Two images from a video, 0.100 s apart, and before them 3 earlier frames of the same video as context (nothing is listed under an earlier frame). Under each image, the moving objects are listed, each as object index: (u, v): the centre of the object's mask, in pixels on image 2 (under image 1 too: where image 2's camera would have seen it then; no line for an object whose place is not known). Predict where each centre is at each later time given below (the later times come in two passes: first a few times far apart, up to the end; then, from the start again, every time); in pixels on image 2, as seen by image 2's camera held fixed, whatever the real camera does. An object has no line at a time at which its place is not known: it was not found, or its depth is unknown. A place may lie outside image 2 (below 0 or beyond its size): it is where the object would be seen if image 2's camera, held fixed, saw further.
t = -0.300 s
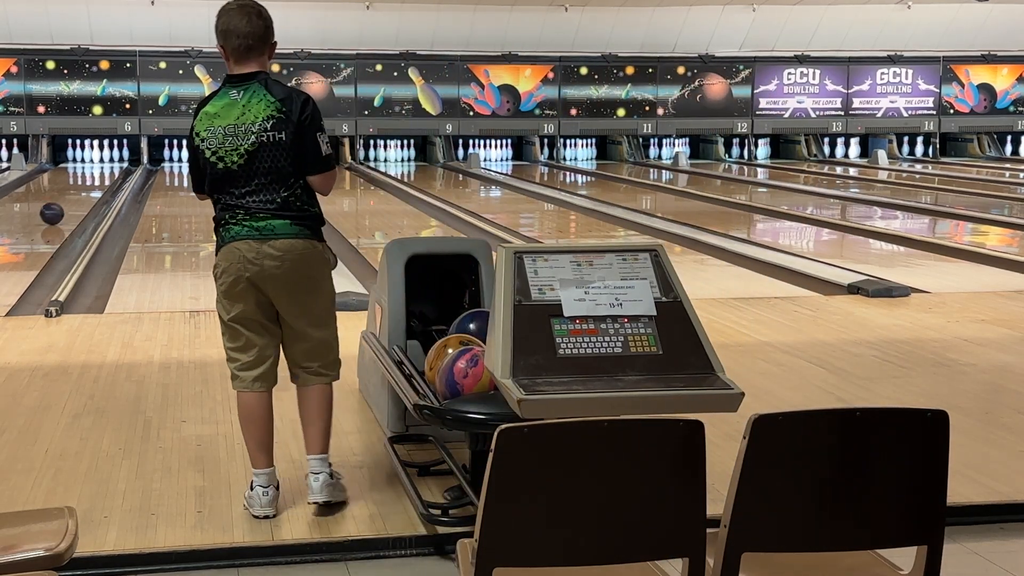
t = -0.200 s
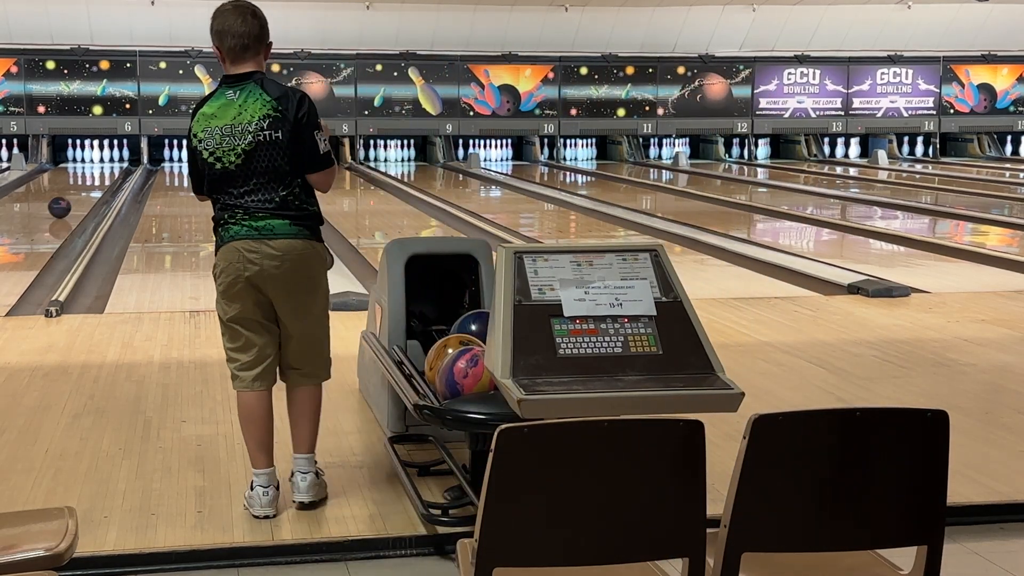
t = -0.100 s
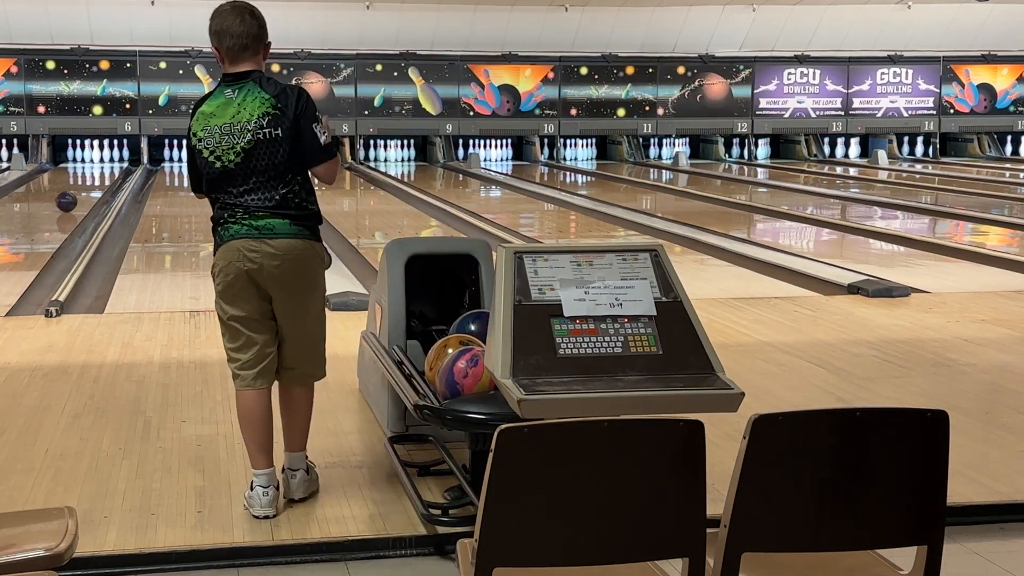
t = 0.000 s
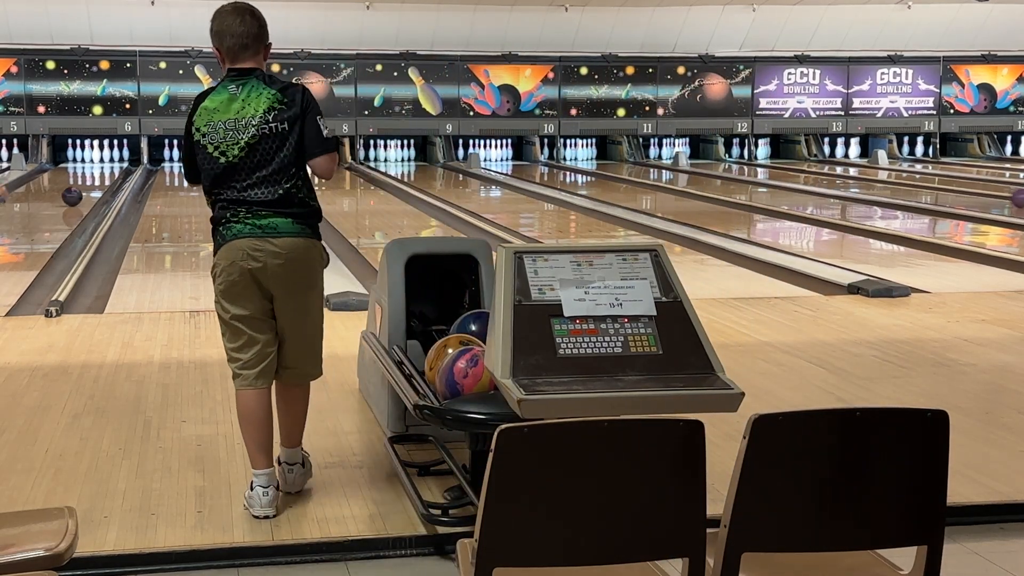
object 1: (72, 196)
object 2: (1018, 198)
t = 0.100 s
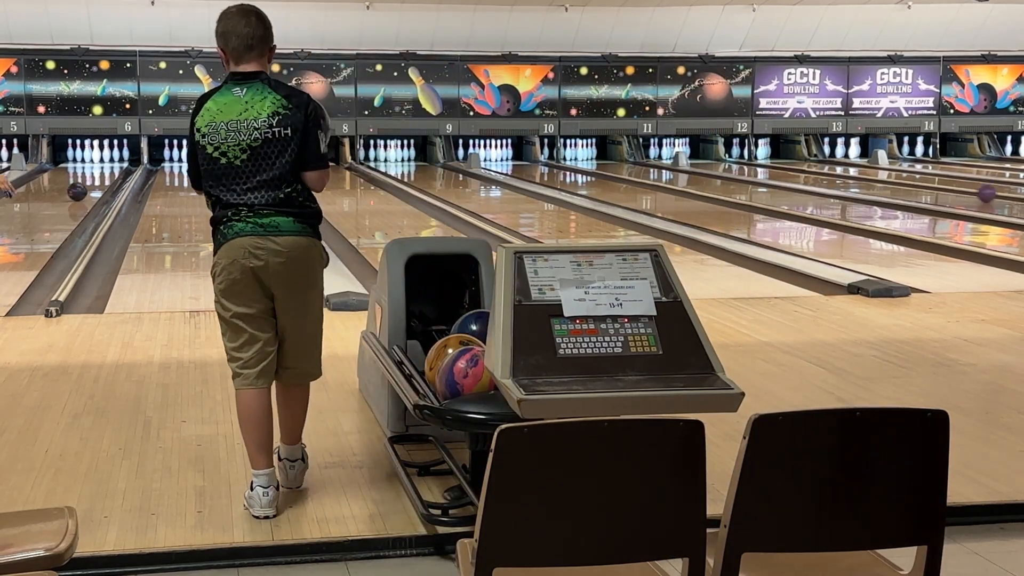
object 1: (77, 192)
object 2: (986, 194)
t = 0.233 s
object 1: (83, 186)
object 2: (946, 188)
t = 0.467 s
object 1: (90, 178)
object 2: (884, 179)
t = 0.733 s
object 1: (97, 170)
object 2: (824, 172)
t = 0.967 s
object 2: (781, 166)
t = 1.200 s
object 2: (740, 161)
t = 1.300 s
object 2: (723, 158)
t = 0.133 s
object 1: (78, 190)
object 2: (976, 192)
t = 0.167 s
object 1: (80, 189)
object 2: (965, 191)
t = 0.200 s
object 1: (81, 187)
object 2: (956, 189)
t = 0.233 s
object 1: (83, 186)
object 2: (946, 188)
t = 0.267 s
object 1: (84, 184)
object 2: (936, 187)
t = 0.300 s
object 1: (86, 183)
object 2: (927, 185)
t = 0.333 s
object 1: (86, 182)
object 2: (918, 184)
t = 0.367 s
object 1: (87, 181)
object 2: (908, 183)
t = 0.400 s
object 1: (88, 180)
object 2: (900, 181)
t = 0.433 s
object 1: (89, 179)
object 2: (892, 180)
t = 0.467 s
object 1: (90, 178)
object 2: (884, 179)
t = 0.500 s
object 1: (91, 177)
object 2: (876, 178)
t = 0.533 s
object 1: (92, 175)
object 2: (868, 177)
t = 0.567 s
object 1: (93, 175)
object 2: (861, 177)
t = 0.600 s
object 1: (94, 174)
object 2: (853, 175)
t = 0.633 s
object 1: (95, 173)
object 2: (845, 174)
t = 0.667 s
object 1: (95, 172)
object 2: (838, 174)
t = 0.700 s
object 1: (96, 171)
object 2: (832, 173)
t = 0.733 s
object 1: (97, 170)
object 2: (824, 172)
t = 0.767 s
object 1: (97, 169)
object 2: (817, 171)
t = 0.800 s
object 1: (98, 169)
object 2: (811, 170)
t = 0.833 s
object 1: (98, 168)
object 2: (805, 169)
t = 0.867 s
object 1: (99, 167)
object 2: (799, 168)
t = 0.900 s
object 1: (99, 166)
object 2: (792, 168)
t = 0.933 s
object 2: (787, 166)
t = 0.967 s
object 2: (781, 166)
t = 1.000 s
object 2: (774, 165)
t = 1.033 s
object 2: (769, 164)
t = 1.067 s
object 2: (764, 163)
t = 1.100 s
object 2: (757, 163)
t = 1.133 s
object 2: (751, 162)
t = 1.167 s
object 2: (746, 161)
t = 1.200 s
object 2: (740, 161)
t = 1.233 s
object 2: (735, 159)
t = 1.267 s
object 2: (729, 159)
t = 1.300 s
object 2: (723, 158)
